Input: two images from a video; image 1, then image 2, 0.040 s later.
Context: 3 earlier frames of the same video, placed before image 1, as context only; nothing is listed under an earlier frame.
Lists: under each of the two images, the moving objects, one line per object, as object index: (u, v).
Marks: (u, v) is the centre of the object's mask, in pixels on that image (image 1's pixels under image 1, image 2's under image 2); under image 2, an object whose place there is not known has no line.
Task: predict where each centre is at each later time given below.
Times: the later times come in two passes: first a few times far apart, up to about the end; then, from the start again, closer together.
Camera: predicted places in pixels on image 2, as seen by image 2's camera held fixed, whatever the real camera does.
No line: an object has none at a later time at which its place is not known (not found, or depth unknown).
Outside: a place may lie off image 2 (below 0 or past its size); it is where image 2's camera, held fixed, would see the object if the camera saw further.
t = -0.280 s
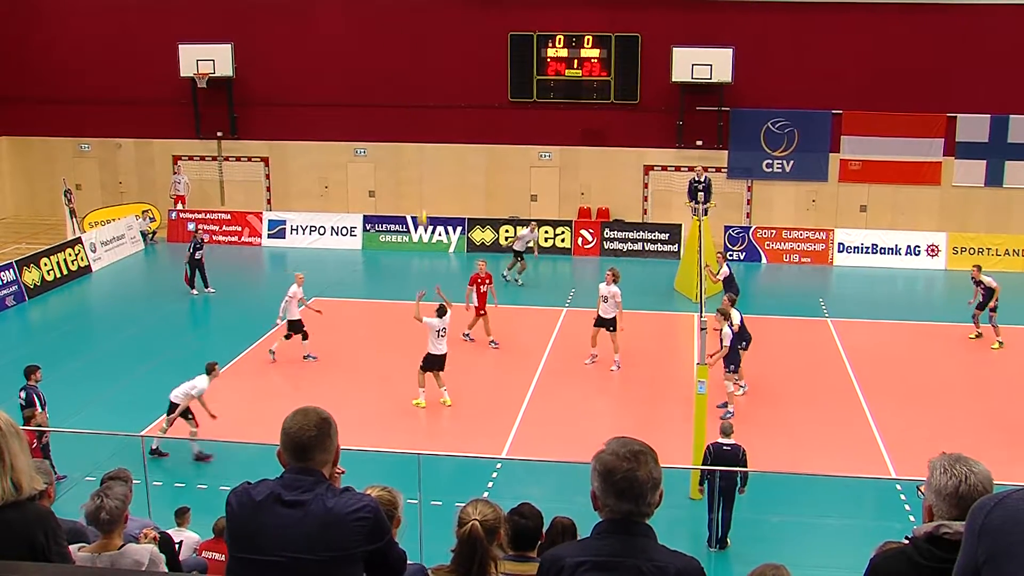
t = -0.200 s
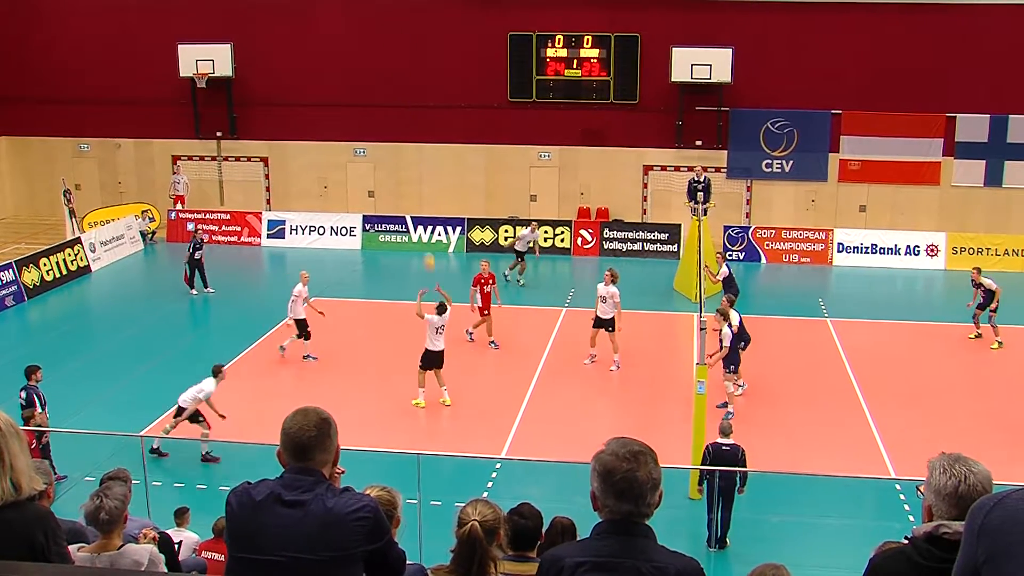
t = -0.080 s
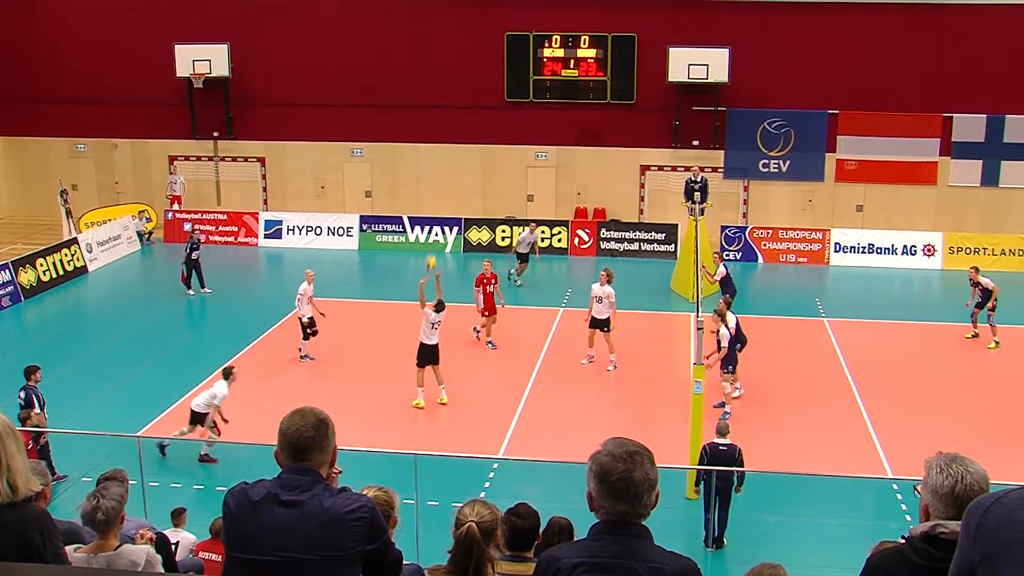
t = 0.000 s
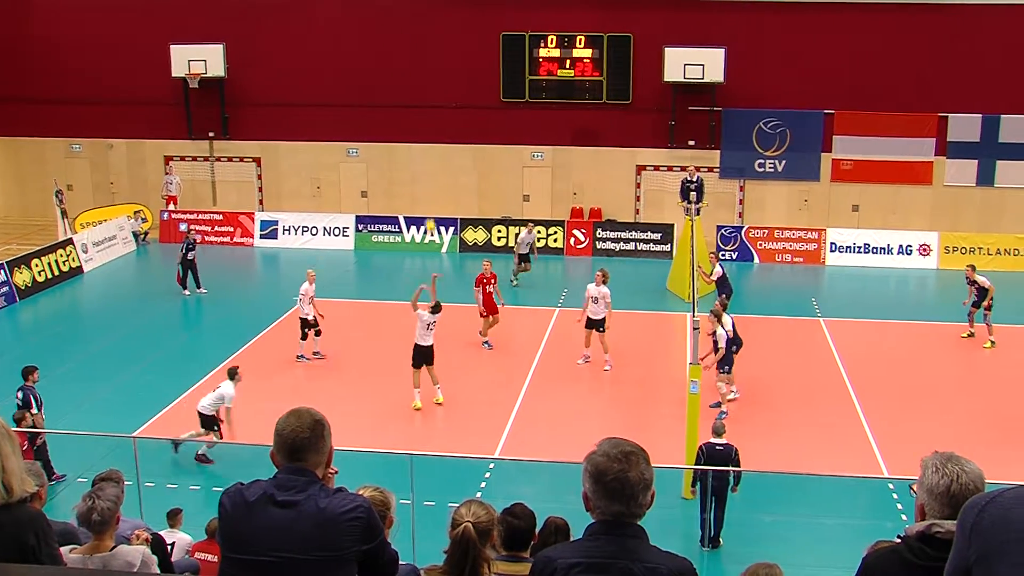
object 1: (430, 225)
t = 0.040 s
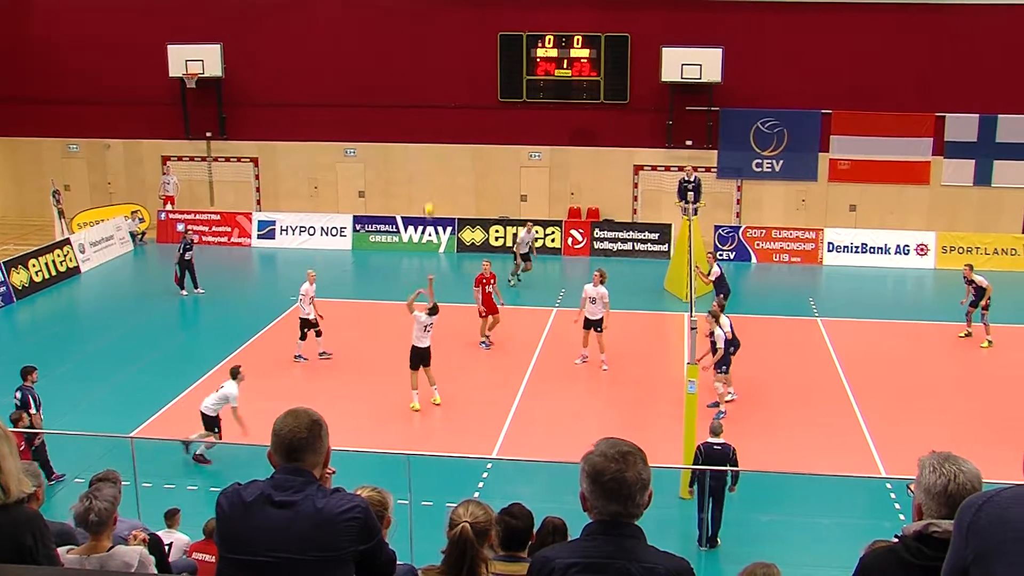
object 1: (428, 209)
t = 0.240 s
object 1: (433, 141)
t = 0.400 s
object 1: (435, 104)
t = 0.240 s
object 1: (433, 141)
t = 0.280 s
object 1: (434, 132)
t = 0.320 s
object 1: (434, 122)
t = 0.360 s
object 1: (435, 113)
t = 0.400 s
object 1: (435, 104)
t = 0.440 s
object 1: (437, 98)
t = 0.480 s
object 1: (438, 92)
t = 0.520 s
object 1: (438, 87)
